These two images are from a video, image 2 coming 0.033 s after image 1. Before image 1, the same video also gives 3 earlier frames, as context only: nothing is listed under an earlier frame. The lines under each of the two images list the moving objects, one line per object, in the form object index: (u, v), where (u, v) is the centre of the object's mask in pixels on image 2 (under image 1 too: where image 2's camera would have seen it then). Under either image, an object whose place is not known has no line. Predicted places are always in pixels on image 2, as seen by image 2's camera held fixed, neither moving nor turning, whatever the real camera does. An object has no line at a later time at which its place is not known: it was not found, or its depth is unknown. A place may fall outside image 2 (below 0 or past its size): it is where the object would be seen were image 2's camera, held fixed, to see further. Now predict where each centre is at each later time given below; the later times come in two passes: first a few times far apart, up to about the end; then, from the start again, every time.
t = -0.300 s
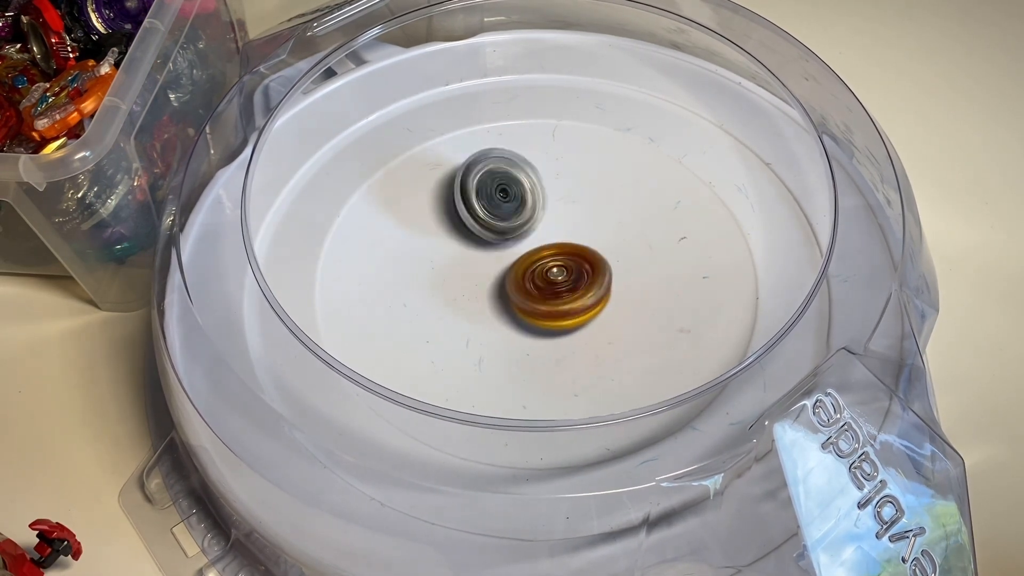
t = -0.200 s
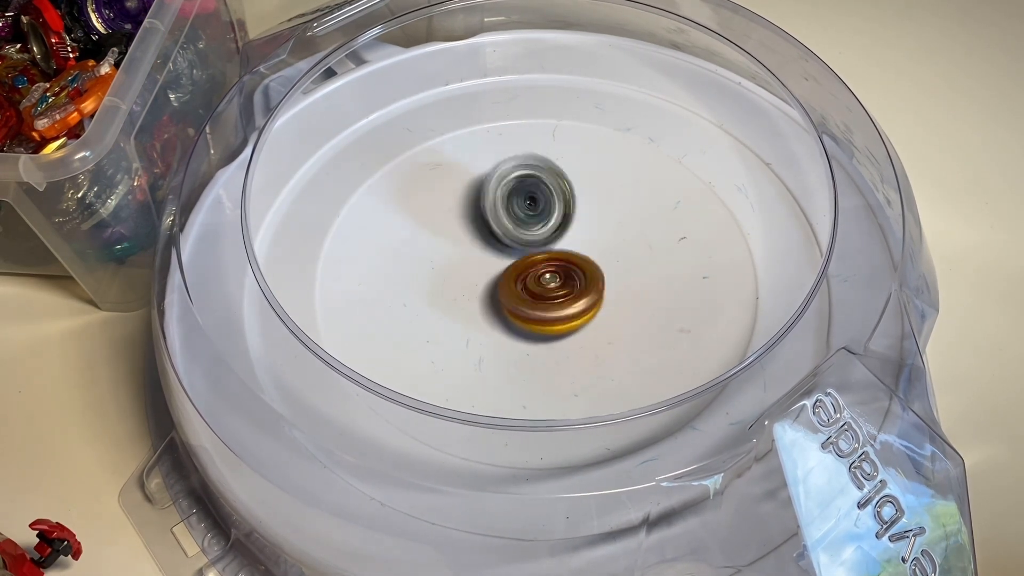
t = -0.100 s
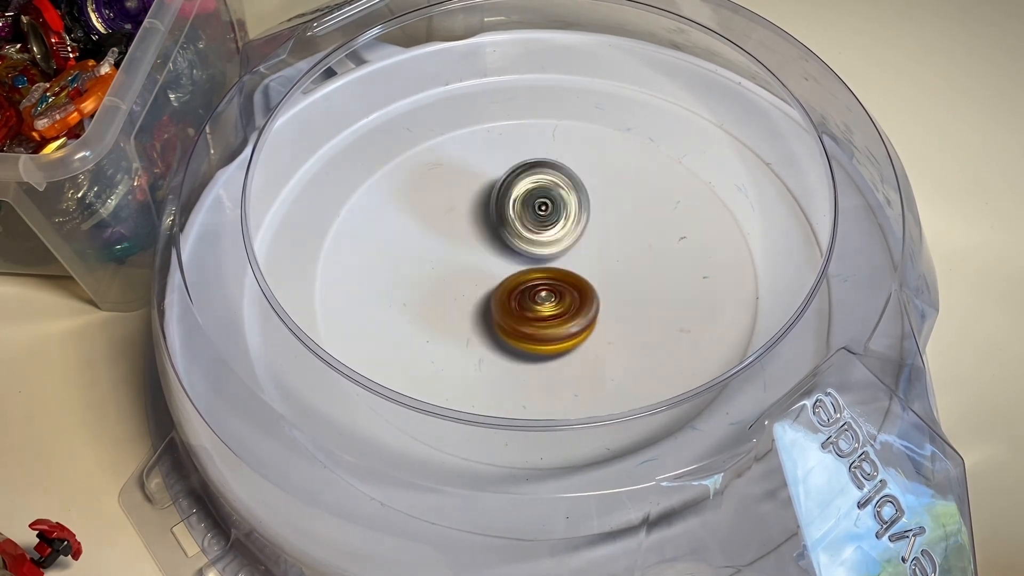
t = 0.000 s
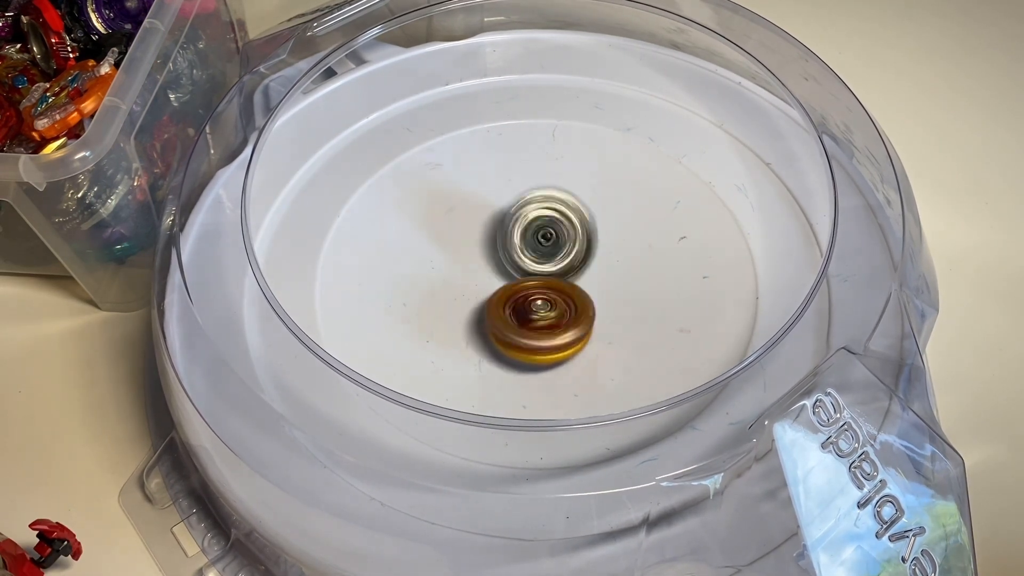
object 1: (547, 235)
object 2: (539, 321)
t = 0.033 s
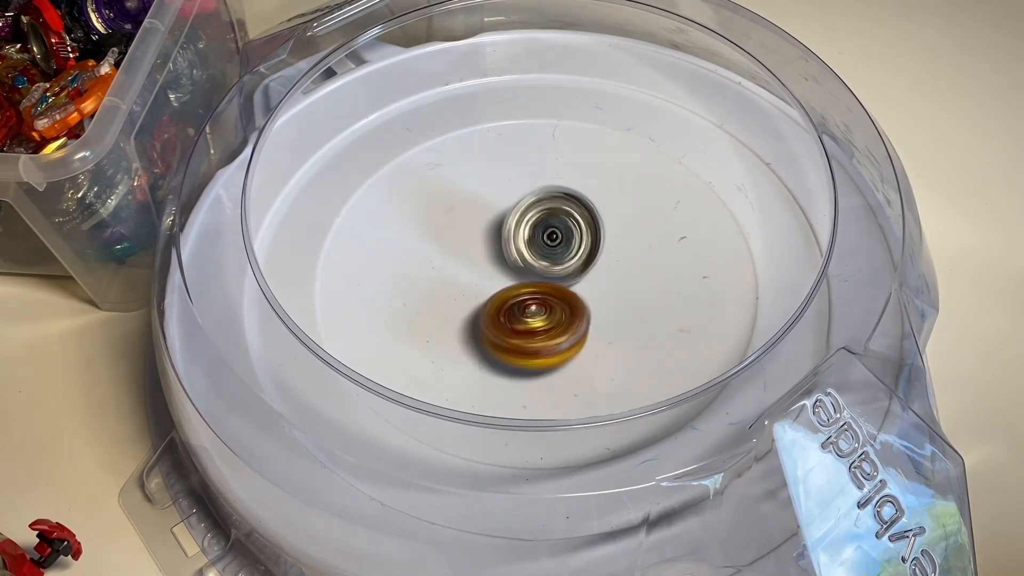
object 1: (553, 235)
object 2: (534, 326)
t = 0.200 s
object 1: (585, 242)
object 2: (506, 344)
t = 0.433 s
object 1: (594, 254)
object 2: (492, 327)
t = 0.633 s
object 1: (544, 254)
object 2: (456, 312)
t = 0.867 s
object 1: (557, 245)
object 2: (398, 300)
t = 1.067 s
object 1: (545, 283)
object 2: (432, 288)
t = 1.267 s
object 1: (574, 291)
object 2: (468, 252)
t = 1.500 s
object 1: (563, 307)
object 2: (512, 209)
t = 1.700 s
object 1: (537, 303)
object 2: (529, 212)
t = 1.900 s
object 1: (550, 310)
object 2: (544, 220)
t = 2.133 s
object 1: (531, 323)
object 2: (564, 241)
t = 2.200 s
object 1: (524, 321)
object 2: (569, 239)
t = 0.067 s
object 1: (561, 236)
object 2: (524, 336)
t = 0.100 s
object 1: (570, 233)
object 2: (514, 340)
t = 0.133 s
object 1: (578, 236)
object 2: (508, 345)
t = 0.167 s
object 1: (585, 236)
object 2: (504, 346)
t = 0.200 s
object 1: (585, 242)
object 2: (506, 344)
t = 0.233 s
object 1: (590, 246)
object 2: (509, 342)
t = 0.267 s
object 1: (586, 252)
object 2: (513, 338)
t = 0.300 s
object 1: (586, 258)
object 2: (515, 335)
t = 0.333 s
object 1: (589, 265)
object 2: (513, 330)
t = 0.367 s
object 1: (592, 257)
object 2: (504, 330)
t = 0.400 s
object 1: (597, 253)
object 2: (498, 329)
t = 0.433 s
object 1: (594, 254)
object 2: (492, 327)
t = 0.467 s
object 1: (591, 245)
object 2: (485, 324)
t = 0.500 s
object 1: (583, 244)
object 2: (480, 321)
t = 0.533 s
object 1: (570, 252)
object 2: (477, 318)
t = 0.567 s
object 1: (561, 248)
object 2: (473, 315)
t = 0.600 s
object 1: (549, 251)
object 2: (471, 312)
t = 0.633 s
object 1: (544, 254)
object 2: (456, 312)
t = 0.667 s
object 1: (553, 239)
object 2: (432, 312)
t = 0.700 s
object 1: (560, 244)
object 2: (418, 310)
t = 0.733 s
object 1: (565, 233)
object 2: (409, 307)
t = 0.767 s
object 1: (565, 237)
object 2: (404, 306)
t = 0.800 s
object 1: (565, 237)
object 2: (401, 304)
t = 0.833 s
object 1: (561, 239)
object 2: (399, 302)
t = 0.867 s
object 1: (557, 245)
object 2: (398, 300)
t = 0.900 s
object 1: (550, 250)
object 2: (399, 297)
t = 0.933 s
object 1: (548, 254)
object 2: (403, 295)
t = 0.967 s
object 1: (541, 261)
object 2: (409, 293)
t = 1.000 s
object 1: (540, 267)
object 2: (418, 292)
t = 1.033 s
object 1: (535, 271)
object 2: (428, 291)
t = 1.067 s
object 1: (545, 283)
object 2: (432, 288)
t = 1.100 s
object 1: (554, 281)
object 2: (435, 284)
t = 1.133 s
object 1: (566, 293)
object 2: (439, 279)
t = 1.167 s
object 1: (570, 293)
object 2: (445, 273)
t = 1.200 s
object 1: (577, 292)
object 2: (452, 267)
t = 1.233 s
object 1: (578, 294)
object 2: (459, 260)
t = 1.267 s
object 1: (574, 291)
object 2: (468, 252)
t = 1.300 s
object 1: (573, 287)
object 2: (481, 243)
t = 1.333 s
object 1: (566, 290)
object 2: (492, 232)
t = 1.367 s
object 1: (568, 291)
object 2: (499, 220)
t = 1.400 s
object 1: (570, 301)
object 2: (503, 212)
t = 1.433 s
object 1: (574, 298)
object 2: (507, 208)
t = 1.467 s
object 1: (569, 305)
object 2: (509, 208)
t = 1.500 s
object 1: (563, 307)
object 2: (512, 209)
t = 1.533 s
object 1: (561, 308)
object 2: (513, 211)
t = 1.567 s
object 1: (552, 305)
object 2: (515, 214)
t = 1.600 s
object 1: (549, 304)
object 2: (517, 217)
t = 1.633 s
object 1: (547, 302)
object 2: (521, 219)
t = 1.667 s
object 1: (541, 300)
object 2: (525, 220)
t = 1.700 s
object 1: (537, 303)
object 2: (529, 212)
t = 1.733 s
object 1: (539, 303)
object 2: (532, 208)
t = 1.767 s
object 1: (540, 306)
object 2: (534, 208)
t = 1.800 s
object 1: (546, 312)
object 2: (537, 210)
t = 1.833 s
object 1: (546, 309)
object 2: (539, 212)
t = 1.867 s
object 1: (548, 310)
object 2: (541, 217)
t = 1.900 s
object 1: (550, 310)
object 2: (544, 220)
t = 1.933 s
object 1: (551, 308)
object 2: (546, 225)
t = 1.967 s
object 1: (545, 318)
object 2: (551, 225)
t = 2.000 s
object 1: (537, 324)
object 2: (556, 227)
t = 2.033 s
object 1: (537, 325)
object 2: (558, 230)
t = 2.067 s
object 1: (536, 325)
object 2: (559, 235)
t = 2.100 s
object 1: (534, 322)
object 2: (561, 240)
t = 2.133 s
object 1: (531, 323)
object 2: (564, 241)
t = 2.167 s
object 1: (529, 319)
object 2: (566, 242)
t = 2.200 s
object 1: (524, 321)
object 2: (569, 239)
